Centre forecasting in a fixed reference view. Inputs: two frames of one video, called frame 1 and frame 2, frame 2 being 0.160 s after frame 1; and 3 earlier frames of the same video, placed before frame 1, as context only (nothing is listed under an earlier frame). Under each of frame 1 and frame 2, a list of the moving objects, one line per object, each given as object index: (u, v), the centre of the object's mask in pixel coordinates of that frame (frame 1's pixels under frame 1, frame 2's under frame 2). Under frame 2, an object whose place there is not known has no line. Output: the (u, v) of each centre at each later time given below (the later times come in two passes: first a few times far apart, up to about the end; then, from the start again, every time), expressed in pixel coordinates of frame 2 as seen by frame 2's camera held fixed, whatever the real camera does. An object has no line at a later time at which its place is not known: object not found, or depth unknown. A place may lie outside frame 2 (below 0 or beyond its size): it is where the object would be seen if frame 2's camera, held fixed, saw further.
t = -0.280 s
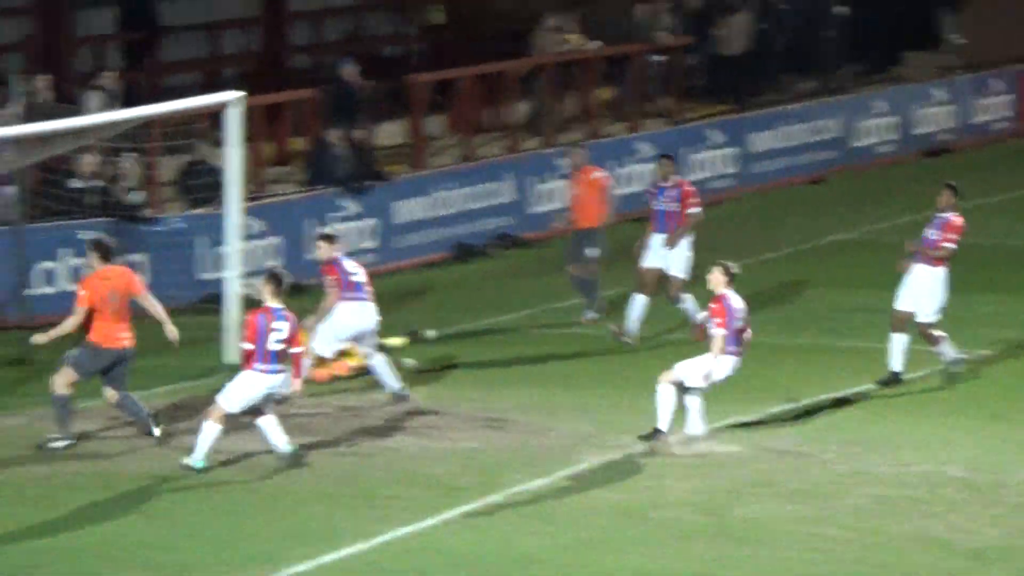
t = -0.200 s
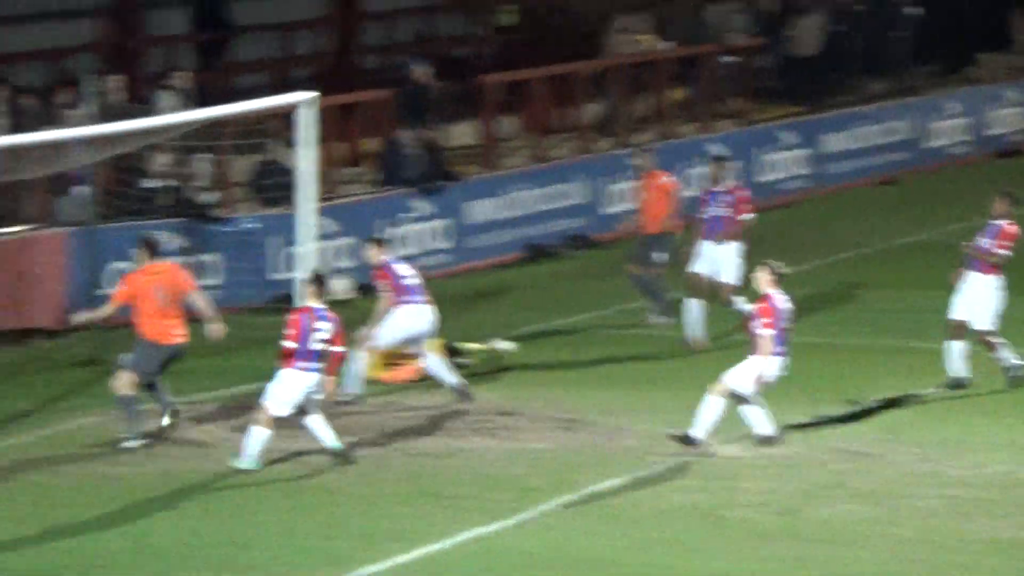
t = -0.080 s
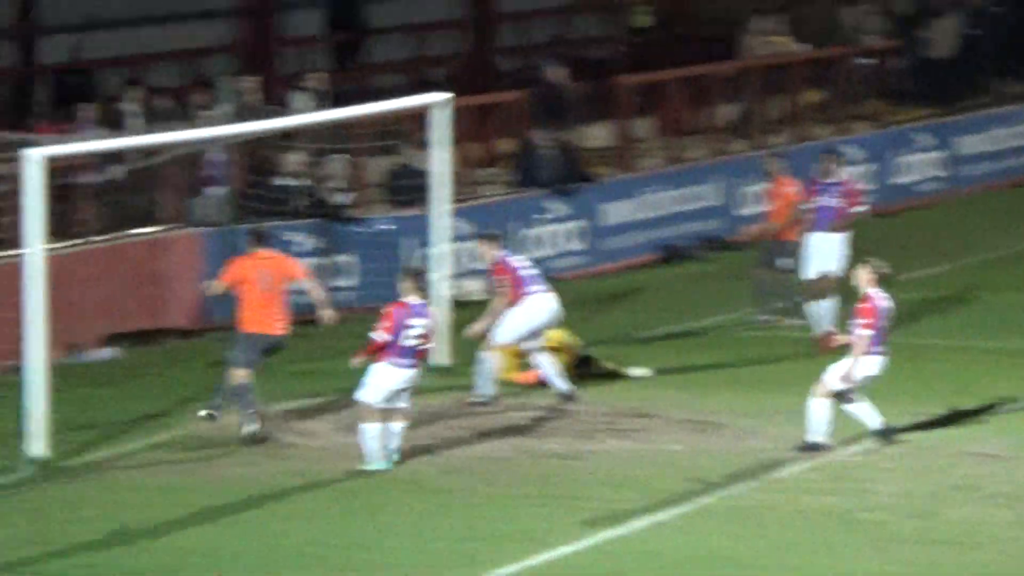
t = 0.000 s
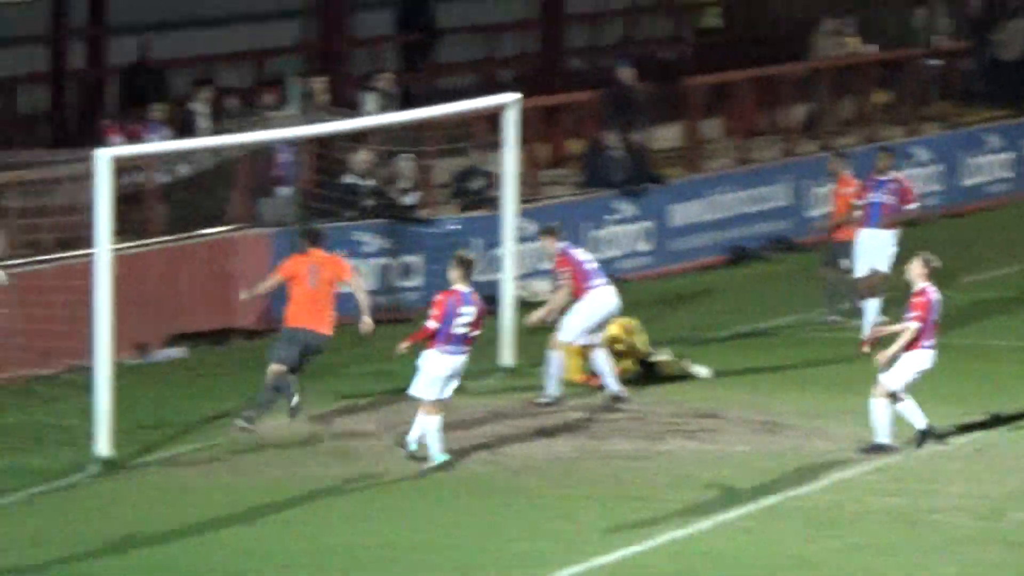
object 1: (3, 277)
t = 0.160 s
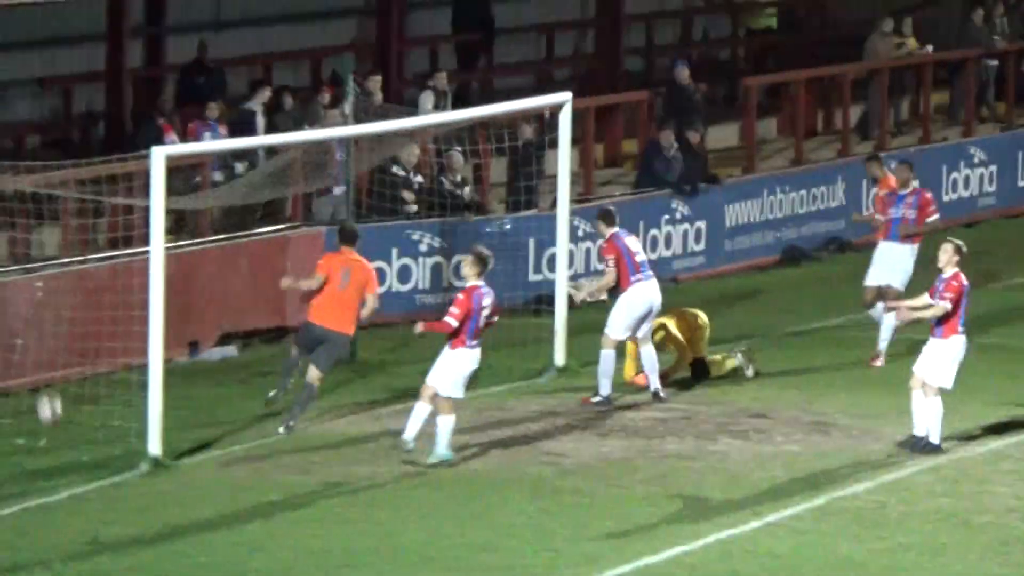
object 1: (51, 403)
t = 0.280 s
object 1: (63, 366)
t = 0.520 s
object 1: (82, 303)
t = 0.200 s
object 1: (53, 403)
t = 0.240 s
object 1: (59, 383)
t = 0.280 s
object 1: (63, 366)
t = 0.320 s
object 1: (63, 349)
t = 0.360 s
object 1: (66, 336)
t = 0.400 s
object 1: (72, 325)
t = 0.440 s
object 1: (76, 317)
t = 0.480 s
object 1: (80, 309)
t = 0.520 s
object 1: (82, 303)
